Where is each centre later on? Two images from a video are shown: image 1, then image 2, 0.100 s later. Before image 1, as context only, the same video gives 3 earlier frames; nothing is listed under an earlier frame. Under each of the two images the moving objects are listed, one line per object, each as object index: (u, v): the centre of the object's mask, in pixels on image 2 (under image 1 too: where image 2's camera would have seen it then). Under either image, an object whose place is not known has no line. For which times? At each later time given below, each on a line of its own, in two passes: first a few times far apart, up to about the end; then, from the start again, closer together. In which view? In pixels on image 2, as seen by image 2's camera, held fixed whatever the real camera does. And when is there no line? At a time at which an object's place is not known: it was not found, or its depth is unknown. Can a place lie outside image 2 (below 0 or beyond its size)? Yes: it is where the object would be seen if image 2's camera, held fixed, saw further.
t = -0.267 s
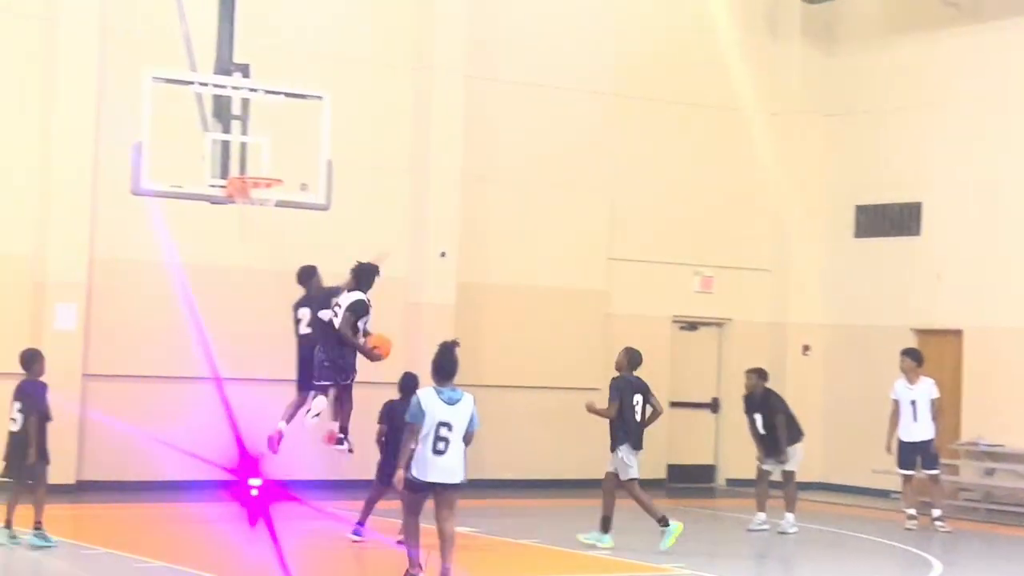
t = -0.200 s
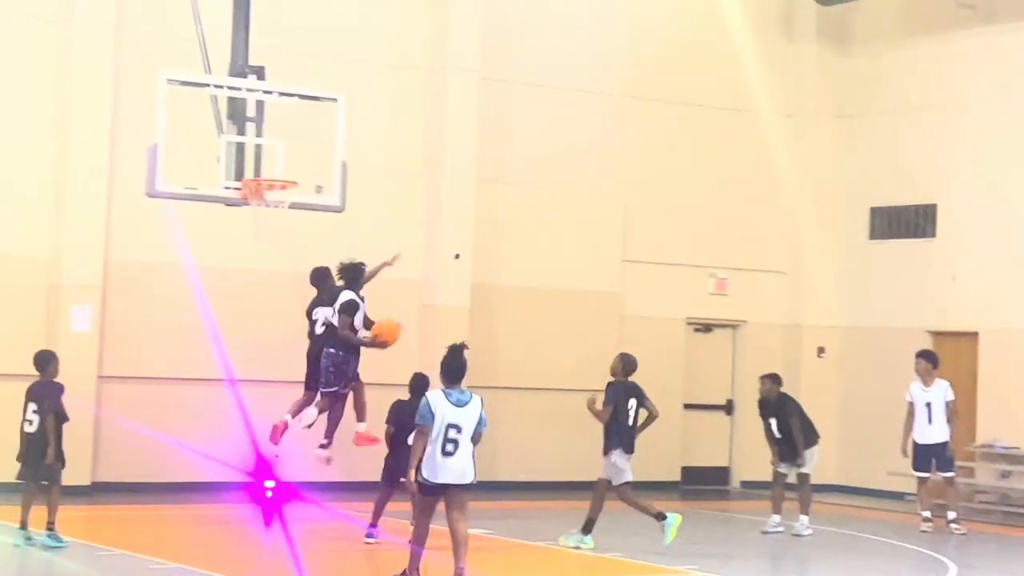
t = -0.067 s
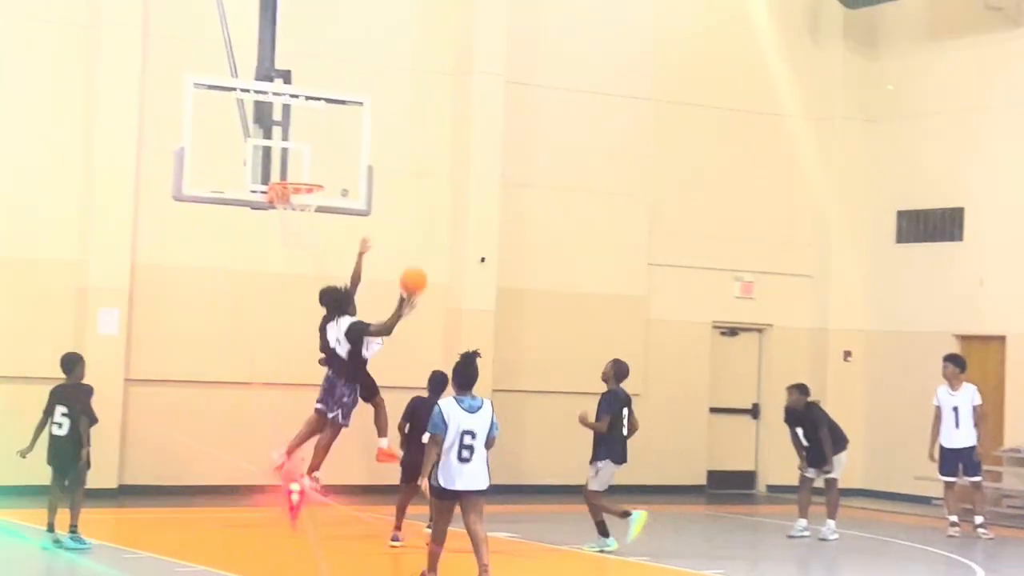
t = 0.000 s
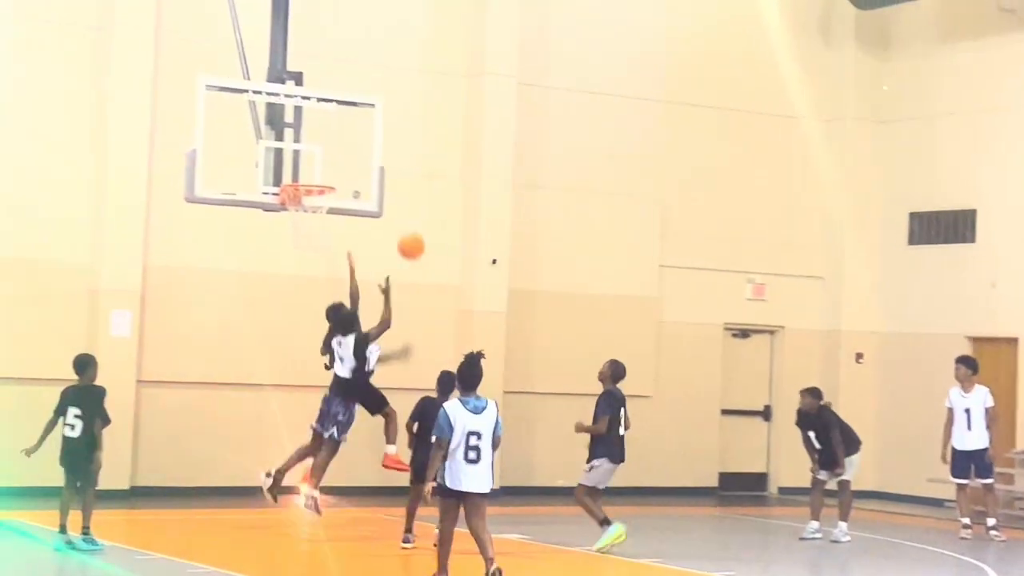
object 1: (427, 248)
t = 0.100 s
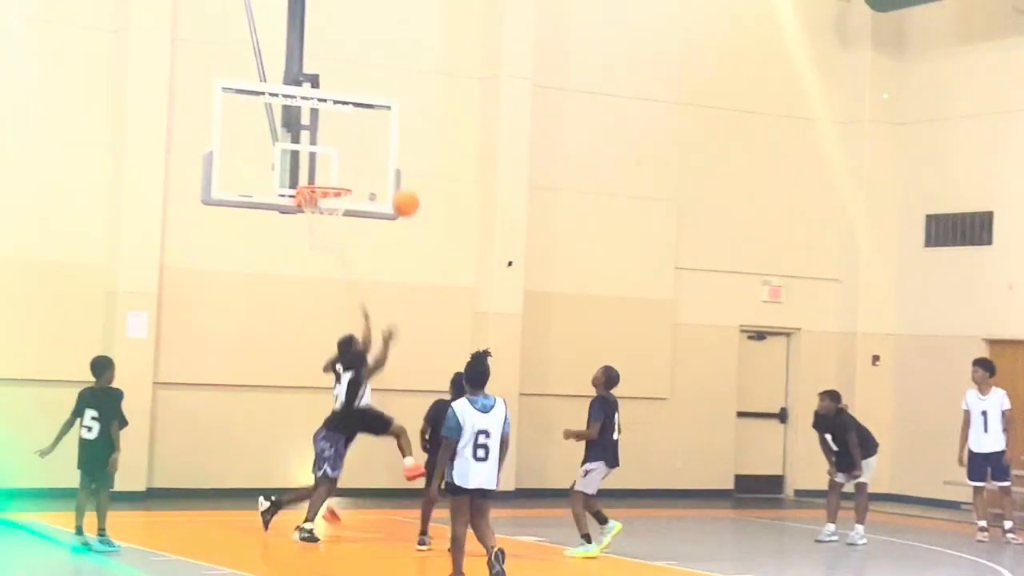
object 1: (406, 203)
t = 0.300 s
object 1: (363, 148)
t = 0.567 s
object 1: (306, 142)
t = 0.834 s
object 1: (338, 177)
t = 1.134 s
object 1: (386, 169)
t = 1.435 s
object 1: (428, 255)
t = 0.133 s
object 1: (399, 191)
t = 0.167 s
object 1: (391, 180)
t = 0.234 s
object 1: (377, 162)
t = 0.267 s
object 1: (371, 154)
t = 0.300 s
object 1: (363, 148)
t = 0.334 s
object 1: (356, 143)
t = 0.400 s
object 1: (342, 137)
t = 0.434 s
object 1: (335, 136)
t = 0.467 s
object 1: (328, 135)
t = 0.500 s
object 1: (321, 136)
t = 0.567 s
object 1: (306, 142)
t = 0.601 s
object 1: (305, 147)
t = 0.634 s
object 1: (305, 154)
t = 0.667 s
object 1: (305, 163)
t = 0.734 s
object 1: (309, 176)
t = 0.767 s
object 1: (319, 176)
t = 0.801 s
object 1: (330, 177)
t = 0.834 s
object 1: (338, 177)
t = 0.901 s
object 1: (349, 167)
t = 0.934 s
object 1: (355, 163)
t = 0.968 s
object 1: (360, 161)
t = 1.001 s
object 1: (365, 160)
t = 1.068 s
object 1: (375, 162)
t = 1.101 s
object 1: (381, 164)
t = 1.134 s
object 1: (386, 169)
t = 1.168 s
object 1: (391, 174)
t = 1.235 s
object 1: (401, 187)
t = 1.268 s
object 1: (405, 195)
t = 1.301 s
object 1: (410, 205)
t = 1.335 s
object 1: (415, 216)
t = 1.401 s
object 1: (424, 242)
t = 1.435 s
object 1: (428, 255)
